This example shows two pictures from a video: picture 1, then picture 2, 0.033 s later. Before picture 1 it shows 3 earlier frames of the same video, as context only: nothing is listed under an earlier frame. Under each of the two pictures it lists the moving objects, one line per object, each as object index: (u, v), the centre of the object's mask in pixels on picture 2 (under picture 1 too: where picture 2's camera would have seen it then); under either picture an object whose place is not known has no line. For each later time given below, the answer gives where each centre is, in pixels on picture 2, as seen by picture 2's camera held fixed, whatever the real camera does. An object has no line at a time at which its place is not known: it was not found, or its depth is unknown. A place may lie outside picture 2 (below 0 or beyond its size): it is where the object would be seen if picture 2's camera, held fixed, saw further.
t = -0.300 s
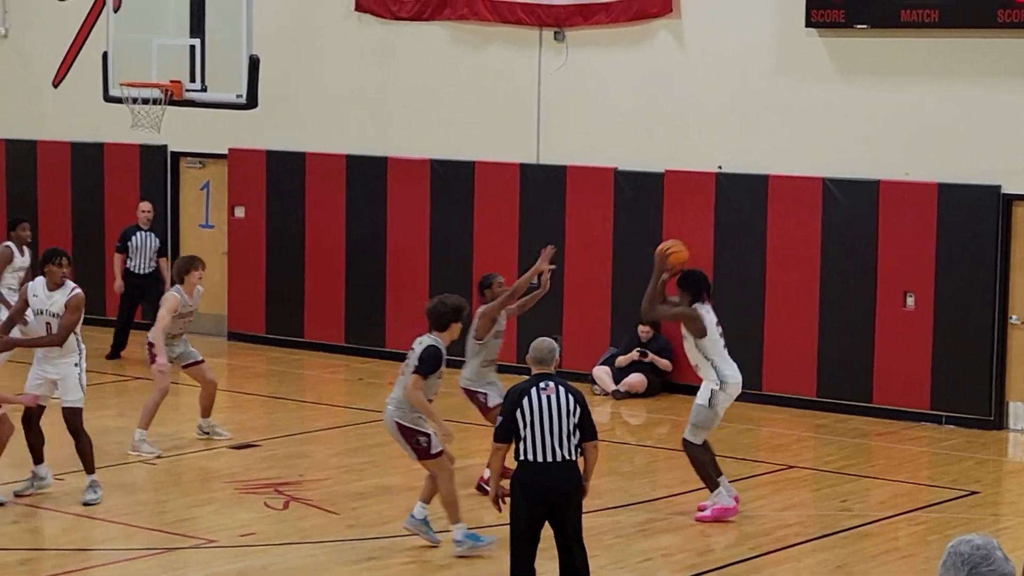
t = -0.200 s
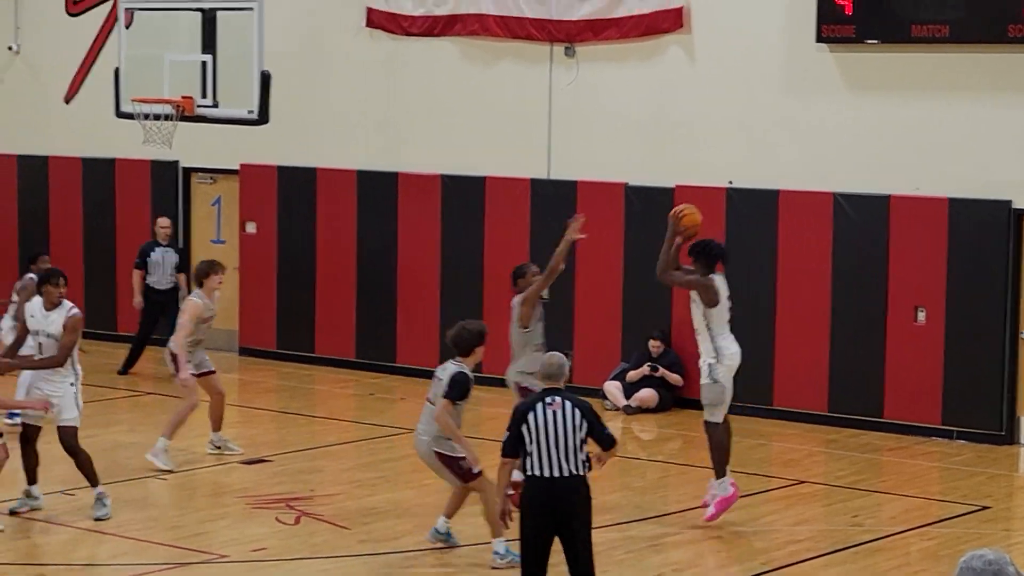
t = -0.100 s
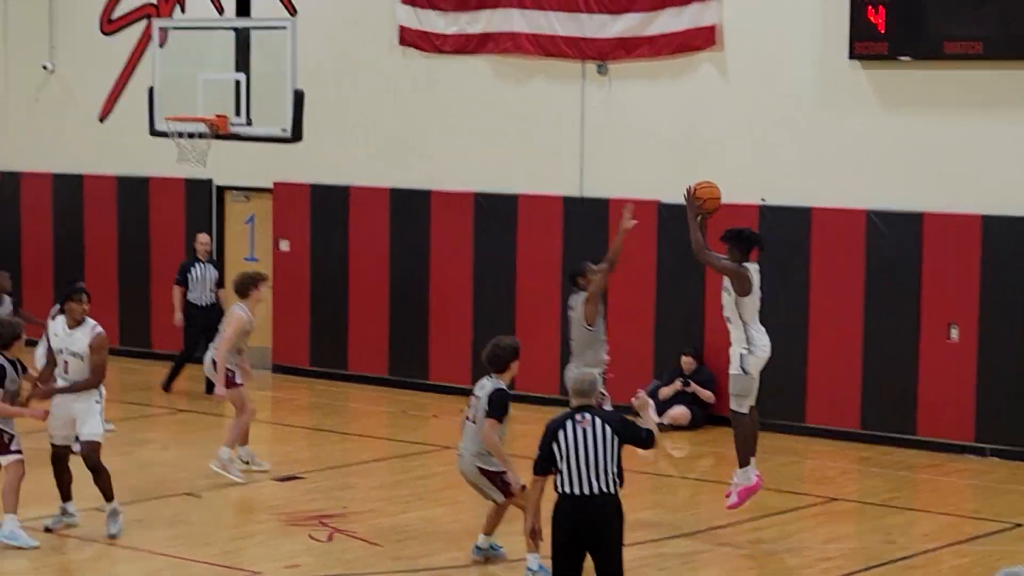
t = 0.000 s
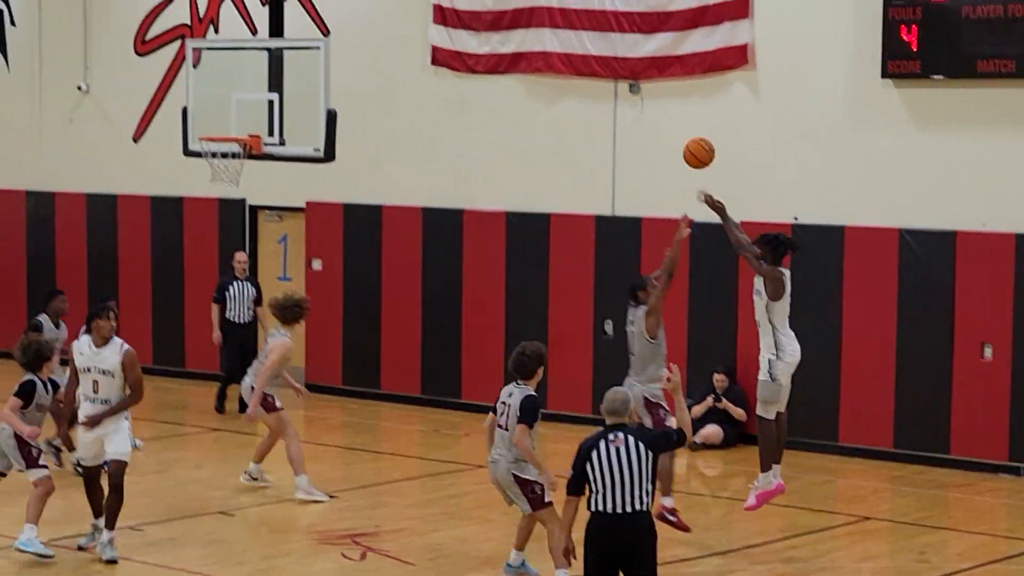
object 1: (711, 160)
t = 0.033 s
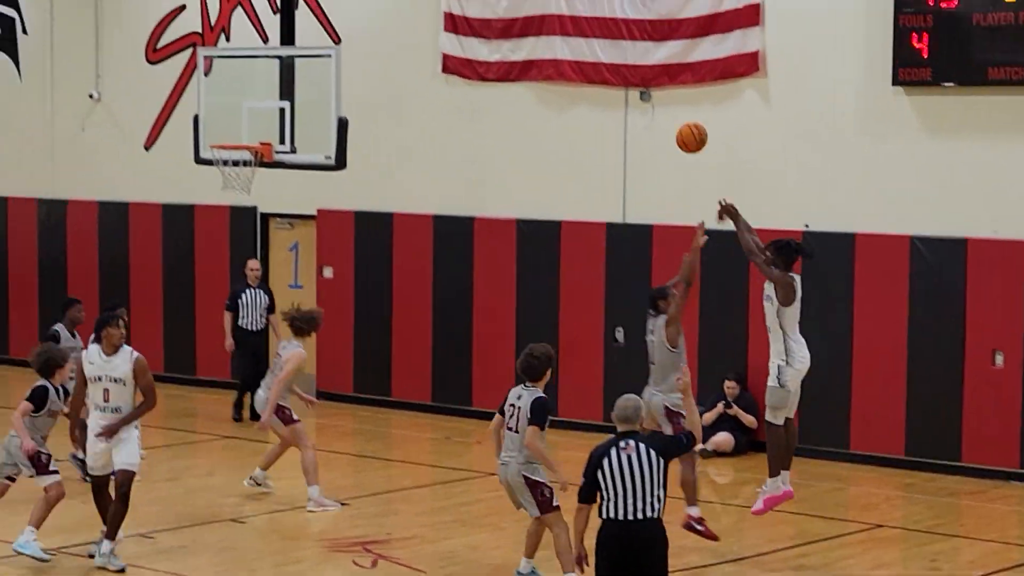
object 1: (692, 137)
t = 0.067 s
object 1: (672, 116)
